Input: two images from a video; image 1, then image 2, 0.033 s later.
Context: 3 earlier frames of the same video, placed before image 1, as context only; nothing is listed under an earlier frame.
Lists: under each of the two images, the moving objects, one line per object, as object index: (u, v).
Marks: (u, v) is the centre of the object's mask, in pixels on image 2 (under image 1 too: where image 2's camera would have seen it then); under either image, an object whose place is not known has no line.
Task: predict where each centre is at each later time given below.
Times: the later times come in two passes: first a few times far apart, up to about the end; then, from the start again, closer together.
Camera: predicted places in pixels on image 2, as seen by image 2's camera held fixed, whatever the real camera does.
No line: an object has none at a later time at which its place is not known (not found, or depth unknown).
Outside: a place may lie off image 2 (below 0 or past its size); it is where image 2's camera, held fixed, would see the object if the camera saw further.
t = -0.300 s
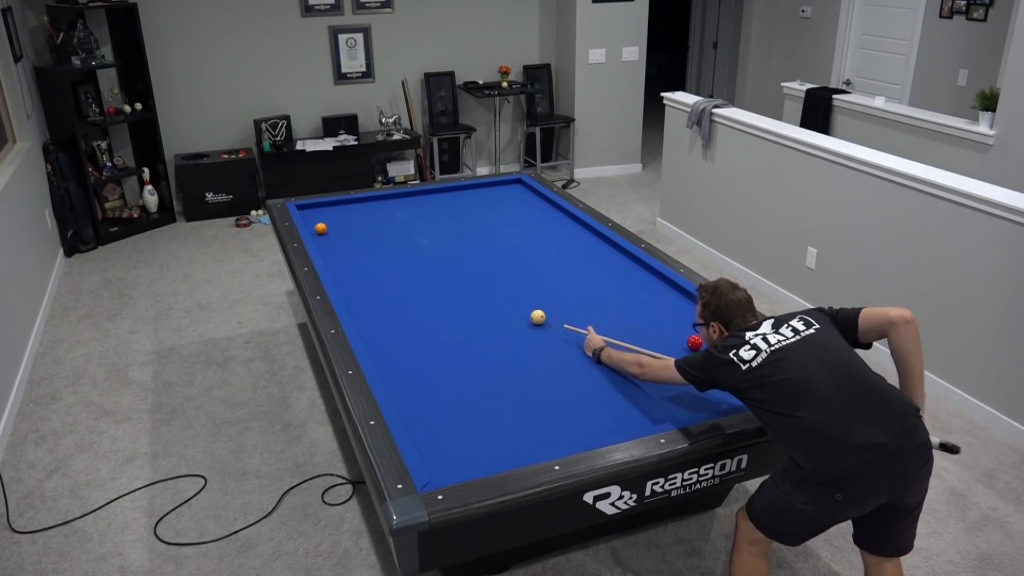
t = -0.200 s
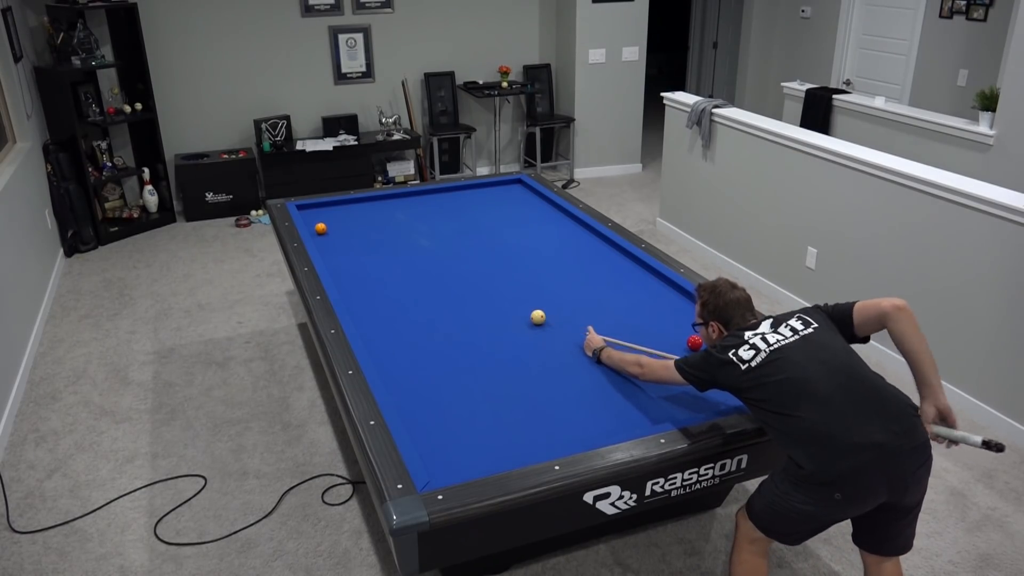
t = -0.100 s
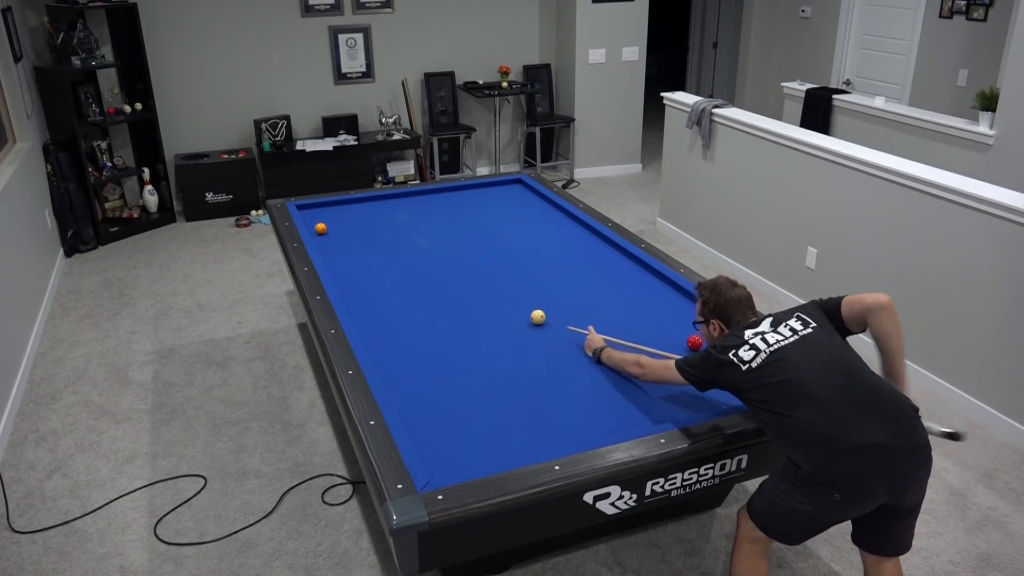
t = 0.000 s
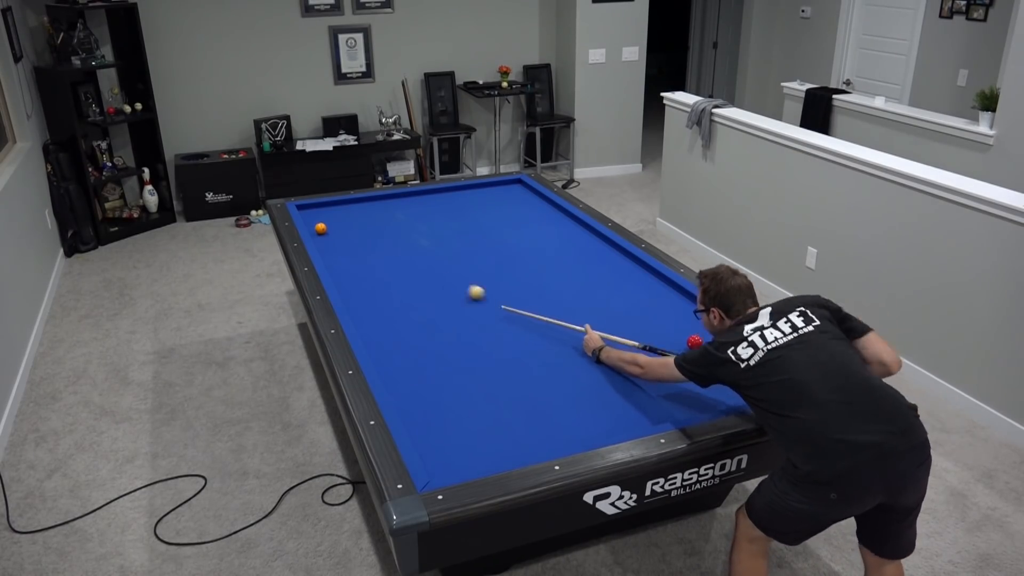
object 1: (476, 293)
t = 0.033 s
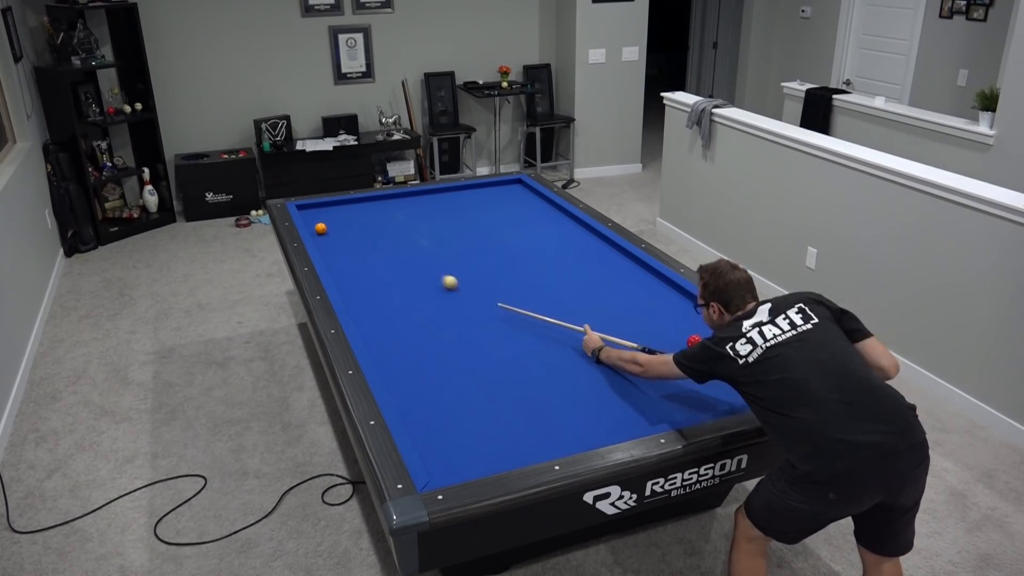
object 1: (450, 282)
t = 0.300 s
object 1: (330, 232)
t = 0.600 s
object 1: (437, 228)
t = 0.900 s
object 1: (512, 219)
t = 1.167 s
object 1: (558, 209)
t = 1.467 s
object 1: (511, 207)
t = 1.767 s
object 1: (472, 205)
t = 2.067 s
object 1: (435, 203)
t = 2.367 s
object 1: (400, 200)
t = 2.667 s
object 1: (367, 199)
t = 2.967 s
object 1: (343, 205)
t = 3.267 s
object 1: (318, 212)
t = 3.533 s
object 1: (312, 217)
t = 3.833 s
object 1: (330, 219)
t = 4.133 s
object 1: (348, 222)
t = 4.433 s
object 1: (366, 224)
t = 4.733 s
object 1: (384, 226)
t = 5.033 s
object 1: (401, 229)
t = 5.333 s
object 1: (418, 231)
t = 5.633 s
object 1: (435, 233)
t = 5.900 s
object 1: (449, 235)
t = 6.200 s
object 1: (465, 236)
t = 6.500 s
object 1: (480, 238)
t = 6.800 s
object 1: (495, 240)
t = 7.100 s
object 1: (508, 241)
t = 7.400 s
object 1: (522, 243)
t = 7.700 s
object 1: (535, 244)
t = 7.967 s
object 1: (546, 246)
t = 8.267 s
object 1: (558, 247)
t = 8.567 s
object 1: (569, 248)
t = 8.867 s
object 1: (579, 249)
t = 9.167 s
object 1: (589, 251)
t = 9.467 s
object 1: (598, 252)
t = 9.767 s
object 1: (606, 253)
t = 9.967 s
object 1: (611, 253)
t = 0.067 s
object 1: (425, 273)
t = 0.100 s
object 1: (402, 263)
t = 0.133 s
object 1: (380, 255)
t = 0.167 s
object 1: (359, 247)
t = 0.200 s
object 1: (340, 239)
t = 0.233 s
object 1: (323, 232)
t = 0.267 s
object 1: (317, 233)
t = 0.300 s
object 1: (330, 232)
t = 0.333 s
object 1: (343, 232)
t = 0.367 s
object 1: (356, 232)
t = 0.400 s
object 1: (369, 231)
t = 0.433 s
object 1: (381, 231)
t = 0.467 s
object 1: (393, 230)
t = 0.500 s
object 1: (405, 230)
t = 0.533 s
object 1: (416, 229)
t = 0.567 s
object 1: (427, 228)
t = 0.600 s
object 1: (437, 228)
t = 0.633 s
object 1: (447, 227)
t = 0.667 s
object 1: (456, 226)
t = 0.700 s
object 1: (466, 225)
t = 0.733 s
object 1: (474, 224)
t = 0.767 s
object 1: (483, 223)
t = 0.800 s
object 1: (491, 222)
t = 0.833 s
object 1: (498, 221)
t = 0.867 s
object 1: (505, 220)
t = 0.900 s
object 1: (512, 219)
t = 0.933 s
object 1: (518, 217)
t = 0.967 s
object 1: (525, 216)
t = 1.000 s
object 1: (531, 215)
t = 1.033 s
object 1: (538, 214)
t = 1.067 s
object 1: (544, 212)
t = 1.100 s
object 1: (550, 211)
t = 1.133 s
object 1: (556, 210)
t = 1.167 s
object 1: (558, 209)
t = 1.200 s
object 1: (551, 209)
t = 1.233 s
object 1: (545, 209)
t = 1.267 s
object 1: (539, 209)
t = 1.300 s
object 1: (534, 209)
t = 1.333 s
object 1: (529, 209)
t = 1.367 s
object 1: (524, 208)
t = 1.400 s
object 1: (520, 208)
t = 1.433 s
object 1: (515, 208)
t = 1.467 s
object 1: (511, 207)
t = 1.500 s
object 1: (507, 207)
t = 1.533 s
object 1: (502, 207)
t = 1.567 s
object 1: (498, 207)
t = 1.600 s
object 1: (494, 206)
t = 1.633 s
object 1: (489, 206)
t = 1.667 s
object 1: (485, 206)
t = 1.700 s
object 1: (481, 206)
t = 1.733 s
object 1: (476, 205)
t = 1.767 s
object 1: (472, 205)
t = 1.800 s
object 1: (468, 205)
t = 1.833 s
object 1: (464, 205)
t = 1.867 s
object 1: (460, 204)
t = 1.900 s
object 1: (456, 204)
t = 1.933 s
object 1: (451, 204)
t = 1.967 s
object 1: (447, 203)
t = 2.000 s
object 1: (443, 203)
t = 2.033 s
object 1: (440, 203)
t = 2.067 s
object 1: (435, 203)
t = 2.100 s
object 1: (431, 203)
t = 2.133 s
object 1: (427, 202)
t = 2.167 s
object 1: (423, 202)
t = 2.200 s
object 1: (420, 202)
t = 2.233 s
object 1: (416, 202)
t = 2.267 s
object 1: (412, 201)
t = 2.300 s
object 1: (408, 201)
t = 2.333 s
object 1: (404, 201)
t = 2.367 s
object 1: (400, 200)
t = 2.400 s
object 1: (396, 200)
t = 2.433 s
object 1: (392, 200)
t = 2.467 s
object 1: (388, 200)
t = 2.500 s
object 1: (385, 200)
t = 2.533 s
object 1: (381, 199)
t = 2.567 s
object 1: (377, 199)
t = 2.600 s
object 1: (373, 199)
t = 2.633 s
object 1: (370, 198)
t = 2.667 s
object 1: (367, 199)
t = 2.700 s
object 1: (364, 200)
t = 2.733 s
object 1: (361, 200)
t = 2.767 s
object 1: (359, 201)
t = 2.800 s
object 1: (356, 202)
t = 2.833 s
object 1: (353, 202)
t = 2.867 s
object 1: (351, 203)
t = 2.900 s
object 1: (348, 204)
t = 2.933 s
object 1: (345, 205)
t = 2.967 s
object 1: (343, 205)
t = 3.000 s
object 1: (340, 206)
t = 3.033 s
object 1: (337, 207)
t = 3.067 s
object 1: (334, 208)
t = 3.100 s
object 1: (332, 209)
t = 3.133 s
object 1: (329, 209)
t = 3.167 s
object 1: (326, 210)
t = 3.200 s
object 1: (324, 211)
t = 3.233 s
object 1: (321, 212)
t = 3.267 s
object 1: (318, 212)
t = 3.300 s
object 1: (315, 213)
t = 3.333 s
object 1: (312, 214)
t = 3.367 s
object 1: (310, 215)
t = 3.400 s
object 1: (307, 215)
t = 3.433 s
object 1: (305, 216)
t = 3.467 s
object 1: (308, 216)
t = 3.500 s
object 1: (310, 216)
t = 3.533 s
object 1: (312, 217)
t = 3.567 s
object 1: (314, 217)
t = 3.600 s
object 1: (316, 217)
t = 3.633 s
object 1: (318, 218)
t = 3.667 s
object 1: (320, 218)
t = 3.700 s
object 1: (322, 218)
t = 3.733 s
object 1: (324, 219)
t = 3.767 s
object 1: (326, 219)
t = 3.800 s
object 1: (328, 219)
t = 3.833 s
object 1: (330, 219)
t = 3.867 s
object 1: (332, 220)
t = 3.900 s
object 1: (334, 220)
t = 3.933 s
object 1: (336, 220)
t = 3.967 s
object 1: (338, 220)
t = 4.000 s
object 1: (340, 221)
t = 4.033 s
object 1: (342, 221)
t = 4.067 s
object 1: (344, 221)
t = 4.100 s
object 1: (346, 221)
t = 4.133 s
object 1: (348, 222)
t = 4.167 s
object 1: (351, 222)
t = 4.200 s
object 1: (352, 222)
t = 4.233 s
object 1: (354, 223)
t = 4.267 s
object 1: (356, 223)
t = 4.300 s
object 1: (358, 223)
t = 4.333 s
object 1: (360, 223)
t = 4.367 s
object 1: (362, 224)
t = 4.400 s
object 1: (364, 224)
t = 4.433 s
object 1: (366, 224)
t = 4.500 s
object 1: (370, 225)
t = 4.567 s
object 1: (374, 225)
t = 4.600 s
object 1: (376, 225)
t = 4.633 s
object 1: (378, 226)
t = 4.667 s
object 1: (380, 226)
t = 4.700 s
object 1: (382, 226)
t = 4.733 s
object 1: (384, 226)
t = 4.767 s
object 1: (386, 227)
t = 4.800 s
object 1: (388, 227)
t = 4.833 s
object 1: (390, 227)
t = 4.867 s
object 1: (392, 228)
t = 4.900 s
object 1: (394, 228)
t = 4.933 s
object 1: (396, 228)
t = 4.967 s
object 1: (398, 228)
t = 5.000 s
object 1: (399, 229)
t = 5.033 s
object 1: (401, 229)
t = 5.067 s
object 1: (403, 229)
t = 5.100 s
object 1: (405, 229)
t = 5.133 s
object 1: (407, 230)
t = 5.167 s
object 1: (409, 230)
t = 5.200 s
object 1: (411, 230)
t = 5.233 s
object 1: (413, 230)
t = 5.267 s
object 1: (414, 230)
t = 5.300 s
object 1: (416, 231)
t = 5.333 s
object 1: (418, 231)
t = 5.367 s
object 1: (420, 231)
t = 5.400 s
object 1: (422, 231)
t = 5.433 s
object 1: (424, 231)
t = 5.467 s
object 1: (426, 232)
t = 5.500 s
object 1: (428, 232)
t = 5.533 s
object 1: (429, 232)
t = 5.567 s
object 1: (431, 232)
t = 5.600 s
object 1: (433, 232)
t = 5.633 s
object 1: (435, 233)
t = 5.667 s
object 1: (436, 233)
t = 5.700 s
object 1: (438, 233)
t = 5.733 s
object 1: (440, 233)
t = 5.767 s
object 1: (442, 234)
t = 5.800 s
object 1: (444, 234)
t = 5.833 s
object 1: (446, 234)
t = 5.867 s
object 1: (447, 234)
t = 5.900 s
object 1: (449, 235)
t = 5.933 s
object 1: (451, 235)
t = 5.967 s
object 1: (453, 235)
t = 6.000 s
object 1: (454, 235)
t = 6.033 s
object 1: (456, 235)
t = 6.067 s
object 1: (458, 235)
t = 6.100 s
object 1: (459, 236)
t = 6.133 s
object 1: (461, 236)
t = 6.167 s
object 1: (463, 236)
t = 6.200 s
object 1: (465, 236)
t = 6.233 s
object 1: (466, 237)
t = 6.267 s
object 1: (468, 237)
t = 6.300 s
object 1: (470, 237)
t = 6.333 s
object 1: (471, 237)
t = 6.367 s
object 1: (473, 237)
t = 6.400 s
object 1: (475, 238)
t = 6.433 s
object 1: (477, 238)
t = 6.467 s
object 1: (478, 238)
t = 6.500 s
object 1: (480, 238)
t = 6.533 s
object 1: (481, 238)
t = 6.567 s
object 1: (483, 239)
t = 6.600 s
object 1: (485, 239)
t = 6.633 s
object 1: (486, 239)
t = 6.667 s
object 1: (488, 239)
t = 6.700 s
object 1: (490, 239)
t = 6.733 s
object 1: (491, 239)
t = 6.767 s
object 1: (493, 239)
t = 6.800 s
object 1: (495, 240)
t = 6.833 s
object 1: (496, 240)
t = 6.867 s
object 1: (498, 240)
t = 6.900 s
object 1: (499, 240)
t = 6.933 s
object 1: (501, 240)
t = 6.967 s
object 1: (502, 241)
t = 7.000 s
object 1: (504, 241)
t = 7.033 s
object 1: (506, 241)
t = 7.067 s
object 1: (507, 241)
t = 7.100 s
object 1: (508, 241)
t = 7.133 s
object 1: (510, 241)
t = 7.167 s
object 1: (512, 242)
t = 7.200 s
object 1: (513, 242)
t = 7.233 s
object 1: (515, 242)
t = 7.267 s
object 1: (516, 242)
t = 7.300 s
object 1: (518, 242)
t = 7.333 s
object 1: (519, 243)
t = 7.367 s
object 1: (521, 243)
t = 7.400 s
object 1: (522, 243)
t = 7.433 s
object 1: (524, 243)
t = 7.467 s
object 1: (525, 243)
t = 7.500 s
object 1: (526, 243)
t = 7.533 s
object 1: (528, 243)
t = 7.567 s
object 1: (529, 244)
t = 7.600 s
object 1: (531, 244)
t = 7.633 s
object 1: (532, 244)
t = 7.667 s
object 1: (534, 244)
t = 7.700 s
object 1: (535, 244)
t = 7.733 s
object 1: (537, 245)
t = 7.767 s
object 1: (538, 245)
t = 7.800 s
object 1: (539, 245)
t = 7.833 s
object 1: (541, 245)
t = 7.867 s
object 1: (542, 245)
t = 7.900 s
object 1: (543, 245)
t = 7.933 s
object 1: (545, 245)
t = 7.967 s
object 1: (546, 246)
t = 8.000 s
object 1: (547, 246)
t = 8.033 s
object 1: (549, 246)
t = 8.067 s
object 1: (550, 246)
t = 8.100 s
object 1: (551, 246)
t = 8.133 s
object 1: (553, 246)
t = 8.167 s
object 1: (554, 246)
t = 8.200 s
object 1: (555, 247)
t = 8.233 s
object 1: (557, 247)
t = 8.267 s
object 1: (558, 247)
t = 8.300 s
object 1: (559, 247)
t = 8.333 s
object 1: (560, 247)
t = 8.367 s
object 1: (562, 247)
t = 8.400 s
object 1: (563, 247)
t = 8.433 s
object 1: (564, 247)
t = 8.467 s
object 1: (565, 248)
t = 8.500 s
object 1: (567, 248)
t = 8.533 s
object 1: (568, 248)
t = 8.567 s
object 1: (569, 248)
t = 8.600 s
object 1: (570, 248)
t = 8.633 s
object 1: (571, 248)
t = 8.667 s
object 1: (573, 249)
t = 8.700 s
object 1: (574, 249)
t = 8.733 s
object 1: (575, 249)
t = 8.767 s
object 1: (576, 249)
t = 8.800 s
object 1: (577, 249)
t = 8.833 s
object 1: (578, 249)
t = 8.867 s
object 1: (579, 249)
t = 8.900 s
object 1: (580, 250)
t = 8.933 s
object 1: (582, 250)
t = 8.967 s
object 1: (583, 250)
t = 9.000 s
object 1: (584, 250)
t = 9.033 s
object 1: (585, 250)
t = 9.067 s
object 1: (586, 250)
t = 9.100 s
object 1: (587, 250)
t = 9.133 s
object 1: (588, 251)
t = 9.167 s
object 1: (589, 251)
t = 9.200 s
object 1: (590, 251)
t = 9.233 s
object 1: (591, 251)
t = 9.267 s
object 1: (592, 251)
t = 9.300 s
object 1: (593, 251)
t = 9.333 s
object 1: (594, 251)
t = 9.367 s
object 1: (595, 251)
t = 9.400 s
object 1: (596, 252)
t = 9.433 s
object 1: (597, 252)
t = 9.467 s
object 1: (598, 252)
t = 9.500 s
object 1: (599, 252)
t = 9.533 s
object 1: (600, 252)
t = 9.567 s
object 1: (601, 252)
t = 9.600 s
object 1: (602, 252)
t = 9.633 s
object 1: (603, 252)
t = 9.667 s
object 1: (604, 252)
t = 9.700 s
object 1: (604, 253)
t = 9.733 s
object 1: (605, 253)
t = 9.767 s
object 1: (606, 253)
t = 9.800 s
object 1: (607, 253)
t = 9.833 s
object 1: (608, 253)
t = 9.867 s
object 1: (609, 253)
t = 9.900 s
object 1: (610, 253)
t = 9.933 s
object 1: (610, 253)
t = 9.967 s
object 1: (611, 253)
